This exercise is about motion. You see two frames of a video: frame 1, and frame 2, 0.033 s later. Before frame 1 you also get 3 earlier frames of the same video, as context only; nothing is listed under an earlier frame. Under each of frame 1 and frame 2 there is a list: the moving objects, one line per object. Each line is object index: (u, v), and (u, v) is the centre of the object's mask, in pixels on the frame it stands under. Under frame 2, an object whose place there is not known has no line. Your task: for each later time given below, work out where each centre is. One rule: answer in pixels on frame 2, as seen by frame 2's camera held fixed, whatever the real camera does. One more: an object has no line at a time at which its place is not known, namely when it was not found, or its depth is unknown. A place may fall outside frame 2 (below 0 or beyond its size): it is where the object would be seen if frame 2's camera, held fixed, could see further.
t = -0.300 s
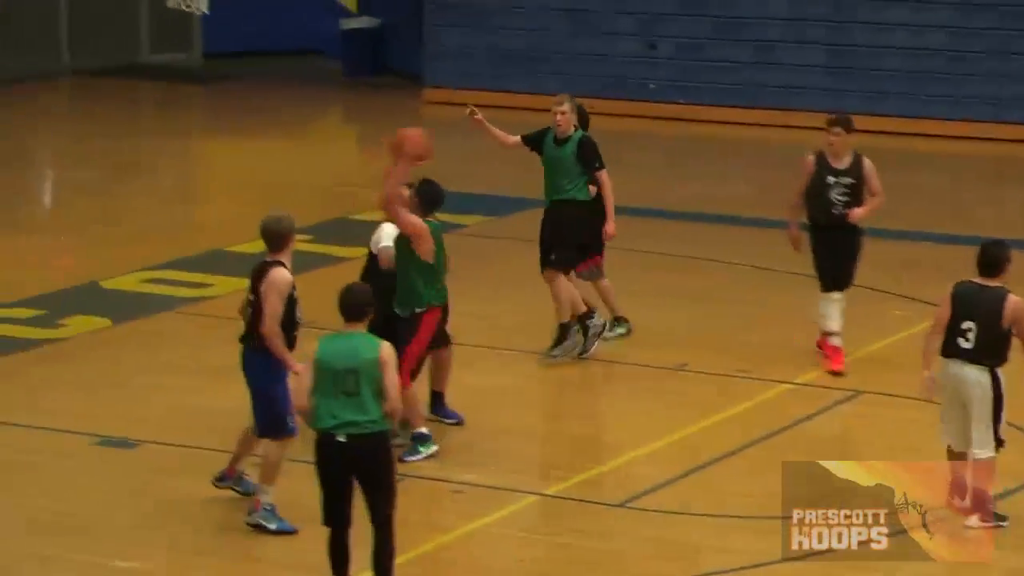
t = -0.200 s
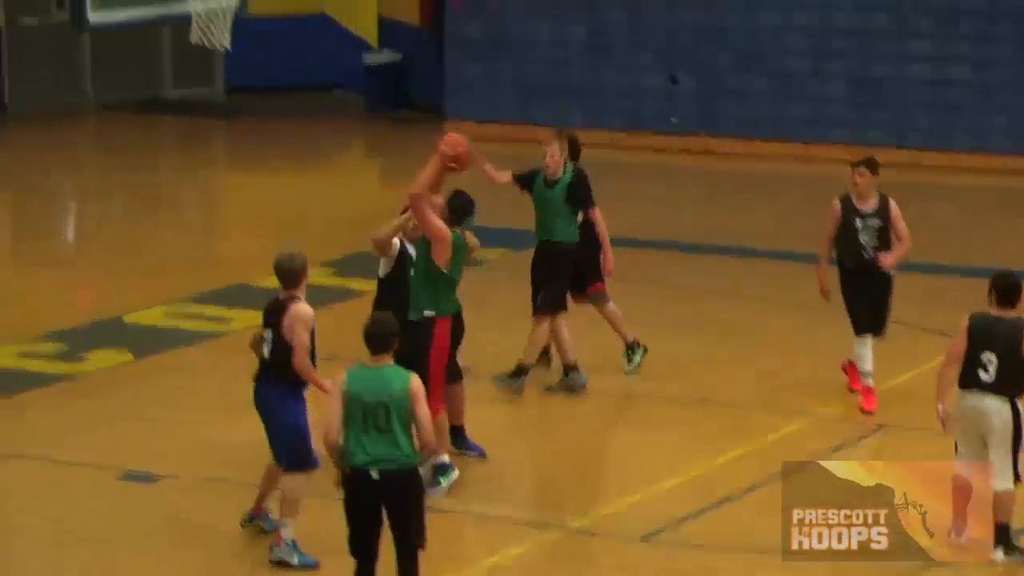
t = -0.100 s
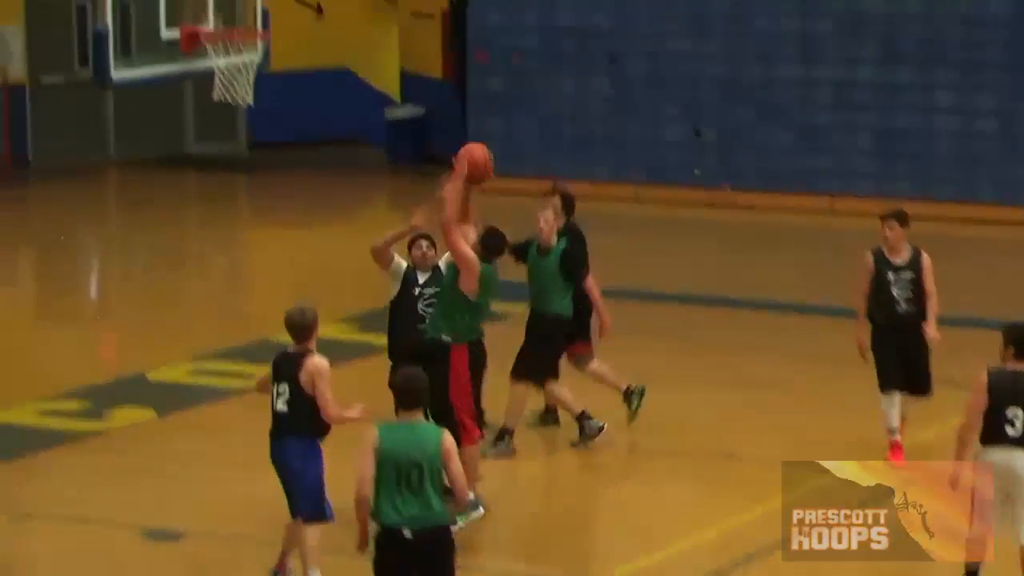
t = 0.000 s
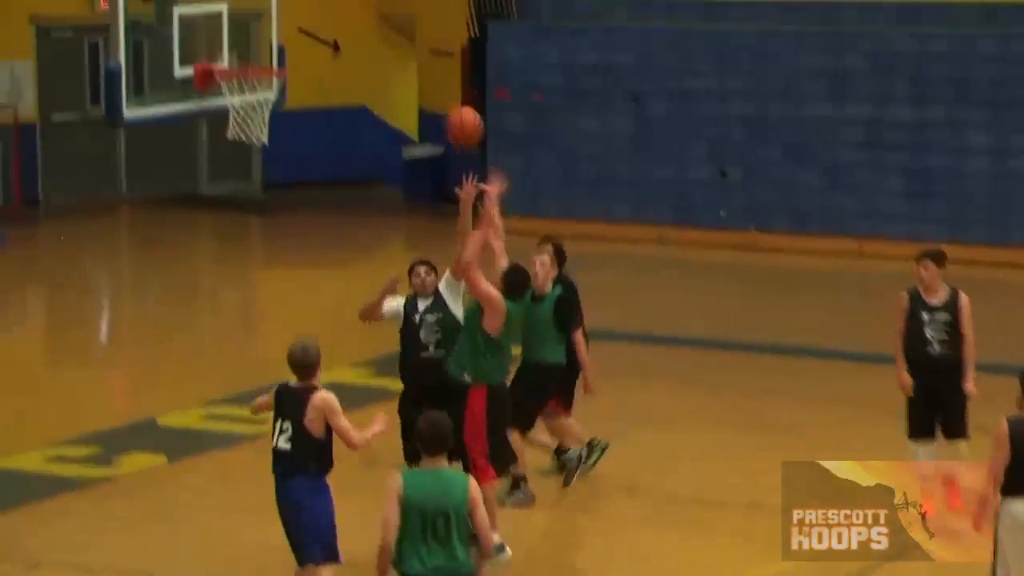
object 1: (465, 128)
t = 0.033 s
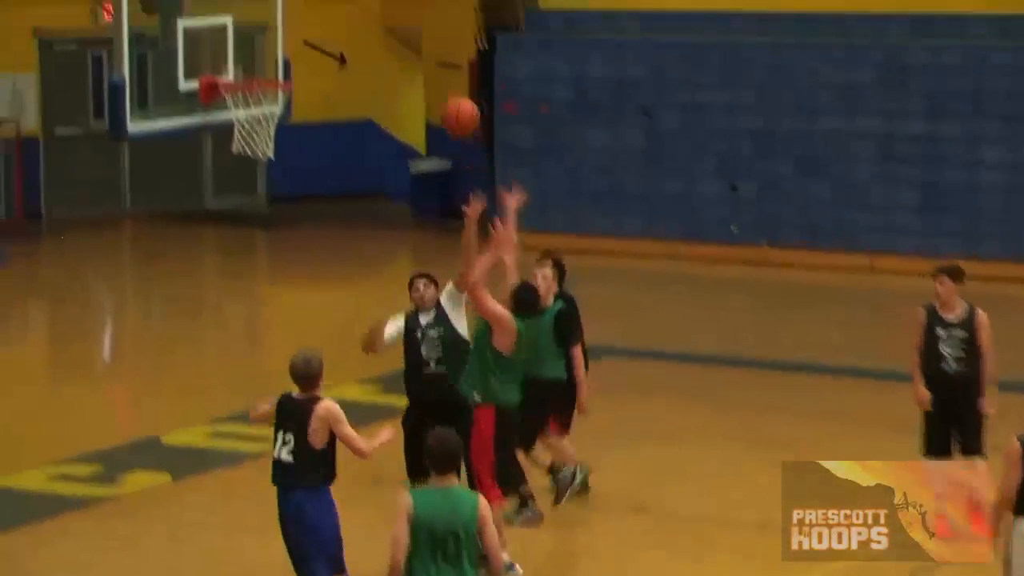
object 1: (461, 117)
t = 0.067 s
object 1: (447, 95)
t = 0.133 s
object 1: (423, 58)
